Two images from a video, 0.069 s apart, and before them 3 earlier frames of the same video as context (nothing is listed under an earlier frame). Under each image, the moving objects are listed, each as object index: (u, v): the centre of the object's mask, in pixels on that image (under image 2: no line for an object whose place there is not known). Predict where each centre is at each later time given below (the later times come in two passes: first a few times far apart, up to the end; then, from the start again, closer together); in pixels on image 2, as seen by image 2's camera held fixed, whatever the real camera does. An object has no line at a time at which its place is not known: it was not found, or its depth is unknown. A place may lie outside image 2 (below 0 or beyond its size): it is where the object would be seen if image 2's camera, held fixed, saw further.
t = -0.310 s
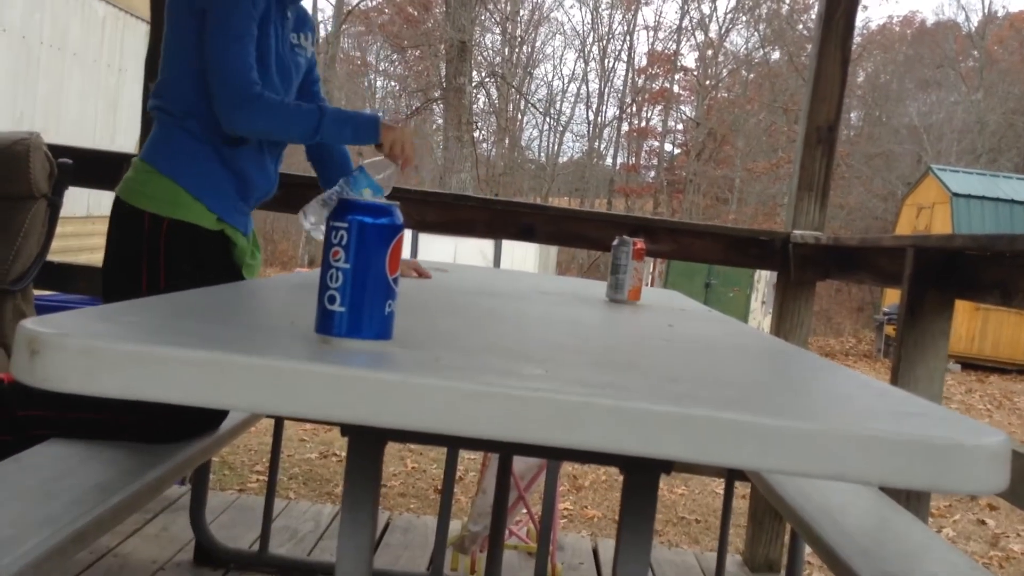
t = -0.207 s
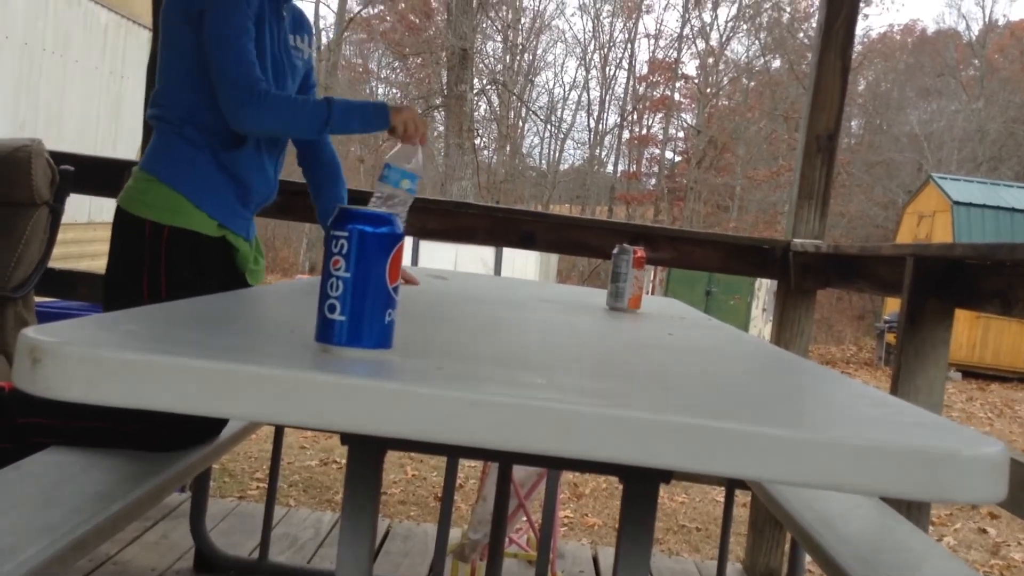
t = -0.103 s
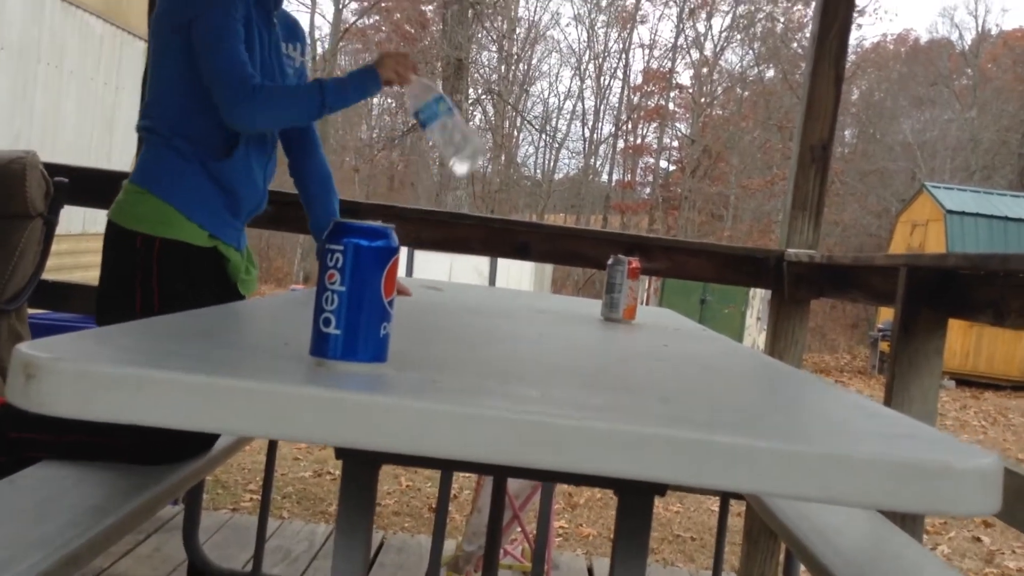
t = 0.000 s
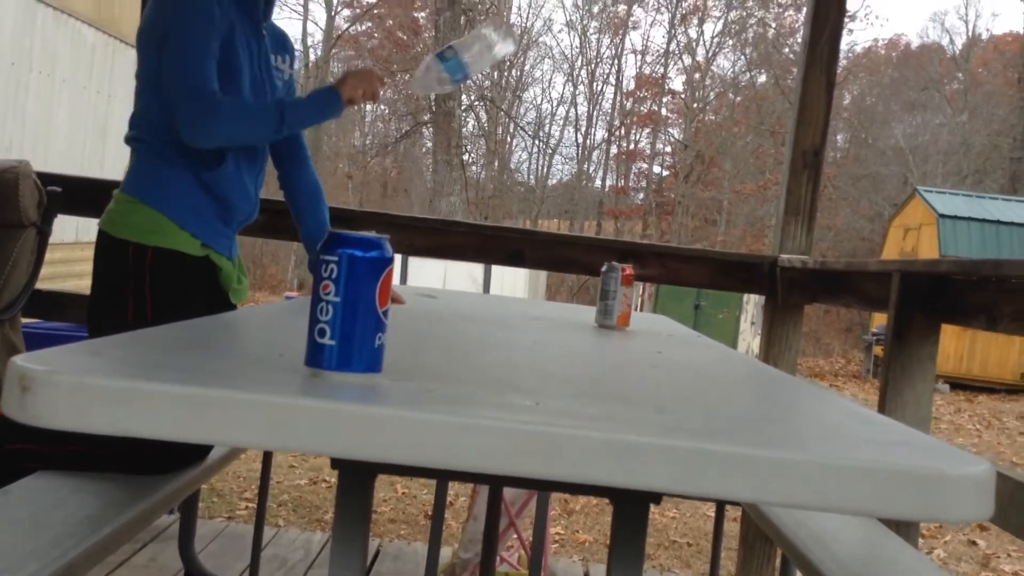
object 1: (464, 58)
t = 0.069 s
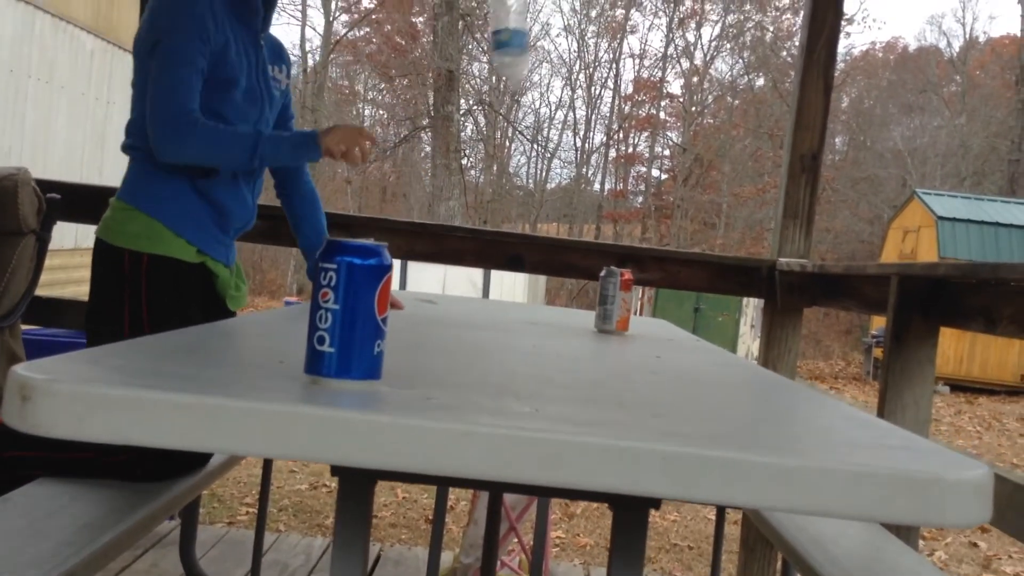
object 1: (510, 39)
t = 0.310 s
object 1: (551, 12)
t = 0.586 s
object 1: (556, 281)
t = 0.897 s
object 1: (546, 310)
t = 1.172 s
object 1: (545, 310)
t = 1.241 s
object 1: (545, 310)
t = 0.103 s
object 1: (540, 25)
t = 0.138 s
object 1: (566, 9)
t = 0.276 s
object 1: (539, 1)
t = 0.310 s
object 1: (551, 12)
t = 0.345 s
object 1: (561, 26)
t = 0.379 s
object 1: (561, 61)
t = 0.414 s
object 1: (560, 103)
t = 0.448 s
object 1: (557, 155)
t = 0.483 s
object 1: (557, 207)
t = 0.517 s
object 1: (556, 281)
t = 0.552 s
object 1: (555, 280)
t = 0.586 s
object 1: (556, 281)
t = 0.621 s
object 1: (556, 281)
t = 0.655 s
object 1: (554, 283)
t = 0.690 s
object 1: (553, 285)
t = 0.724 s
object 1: (550, 288)
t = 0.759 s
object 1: (546, 294)
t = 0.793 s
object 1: (543, 305)
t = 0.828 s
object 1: (545, 310)
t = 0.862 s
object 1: (546, 310)
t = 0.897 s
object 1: (546, 310)
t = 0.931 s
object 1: (546, 310)
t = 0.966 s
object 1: (546, 310)
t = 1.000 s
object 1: (547, 310)
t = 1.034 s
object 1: (546, 310)
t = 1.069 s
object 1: (546, 310)
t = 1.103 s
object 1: (545, 310)
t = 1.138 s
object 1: (545, 310)
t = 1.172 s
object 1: (545, 310)
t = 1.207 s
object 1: (545, 310)
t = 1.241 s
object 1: (545, 310)
